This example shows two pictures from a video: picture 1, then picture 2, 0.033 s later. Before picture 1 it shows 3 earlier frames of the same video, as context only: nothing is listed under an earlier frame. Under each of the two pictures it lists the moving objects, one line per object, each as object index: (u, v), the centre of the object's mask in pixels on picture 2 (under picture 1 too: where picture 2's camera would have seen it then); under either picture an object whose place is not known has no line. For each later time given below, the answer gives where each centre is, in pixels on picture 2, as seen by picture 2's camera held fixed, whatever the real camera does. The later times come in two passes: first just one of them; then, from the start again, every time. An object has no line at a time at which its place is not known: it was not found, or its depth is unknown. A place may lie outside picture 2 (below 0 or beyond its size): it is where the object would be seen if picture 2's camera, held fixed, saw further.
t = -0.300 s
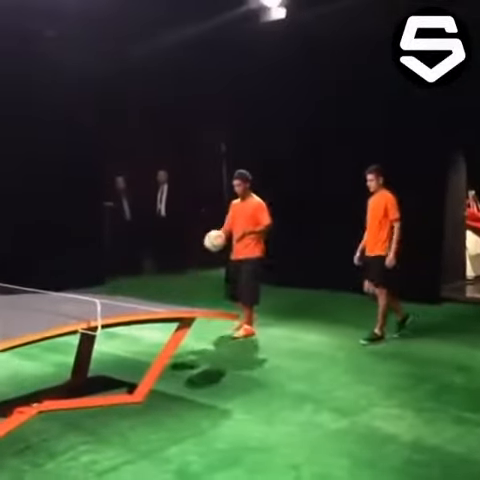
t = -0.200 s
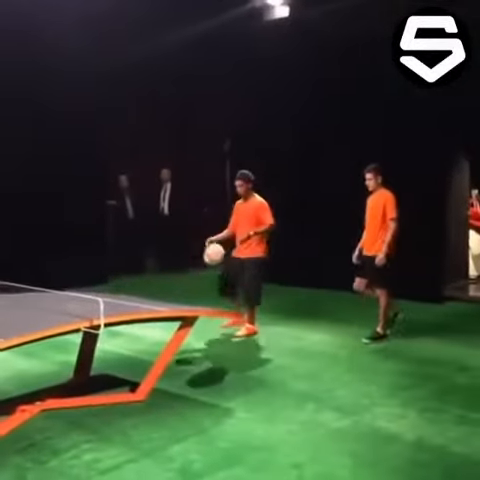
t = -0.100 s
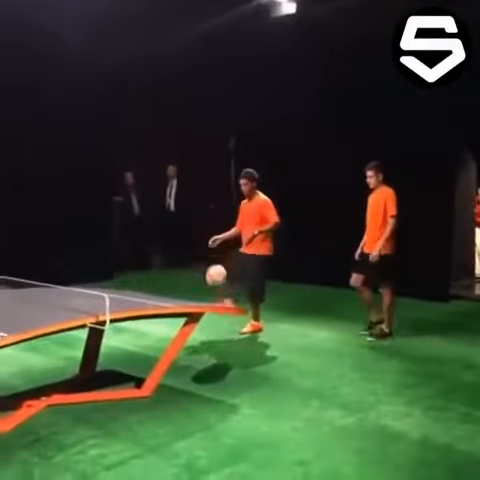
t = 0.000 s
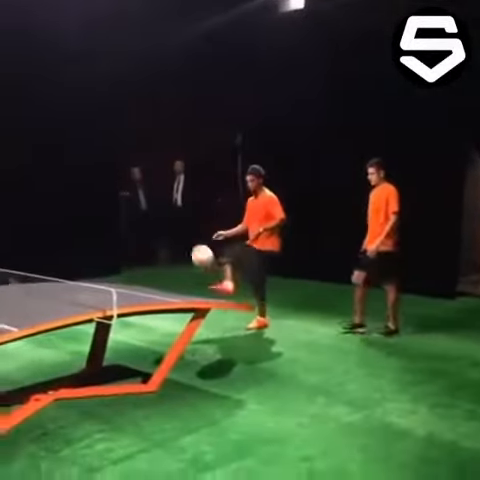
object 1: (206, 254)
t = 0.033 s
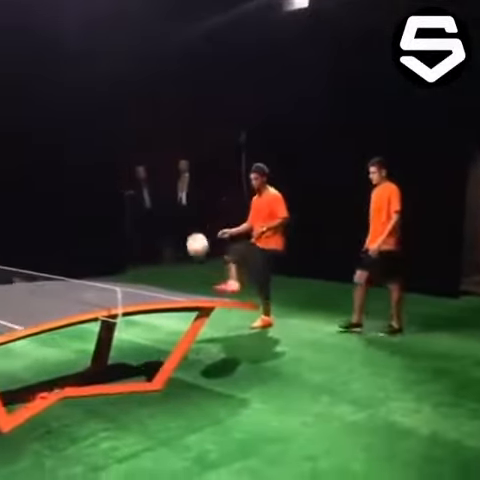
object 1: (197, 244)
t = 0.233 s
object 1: (138, 203)
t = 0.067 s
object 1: (188, 236)
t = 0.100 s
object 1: (178, 227)
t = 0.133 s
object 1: (168, 220)
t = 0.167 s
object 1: (159, 213)
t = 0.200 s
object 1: (149, 207)
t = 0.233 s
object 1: (138, 203)
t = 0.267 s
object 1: (127, 198)
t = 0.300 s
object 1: (115, 196)
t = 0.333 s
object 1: (104, 195)
